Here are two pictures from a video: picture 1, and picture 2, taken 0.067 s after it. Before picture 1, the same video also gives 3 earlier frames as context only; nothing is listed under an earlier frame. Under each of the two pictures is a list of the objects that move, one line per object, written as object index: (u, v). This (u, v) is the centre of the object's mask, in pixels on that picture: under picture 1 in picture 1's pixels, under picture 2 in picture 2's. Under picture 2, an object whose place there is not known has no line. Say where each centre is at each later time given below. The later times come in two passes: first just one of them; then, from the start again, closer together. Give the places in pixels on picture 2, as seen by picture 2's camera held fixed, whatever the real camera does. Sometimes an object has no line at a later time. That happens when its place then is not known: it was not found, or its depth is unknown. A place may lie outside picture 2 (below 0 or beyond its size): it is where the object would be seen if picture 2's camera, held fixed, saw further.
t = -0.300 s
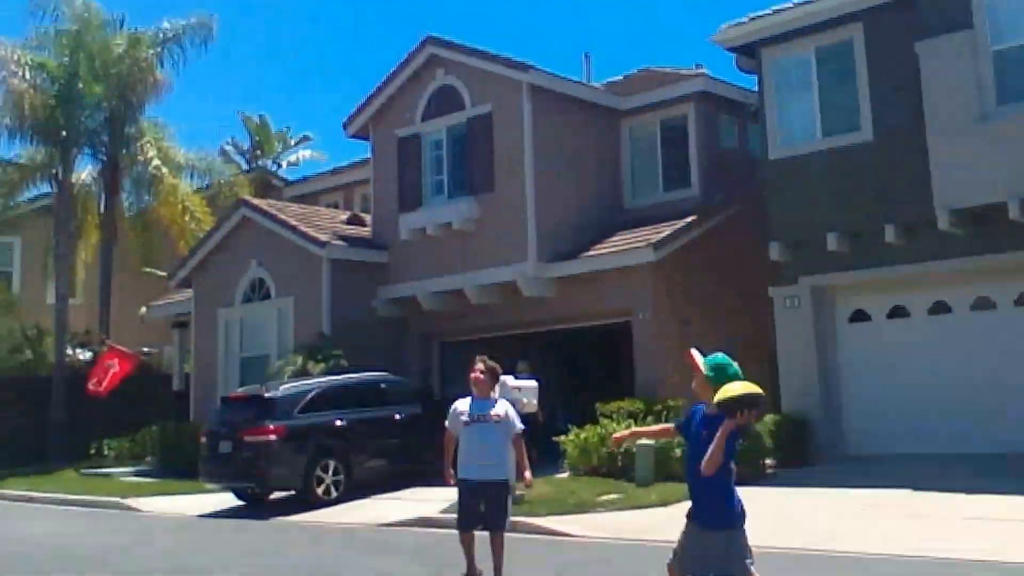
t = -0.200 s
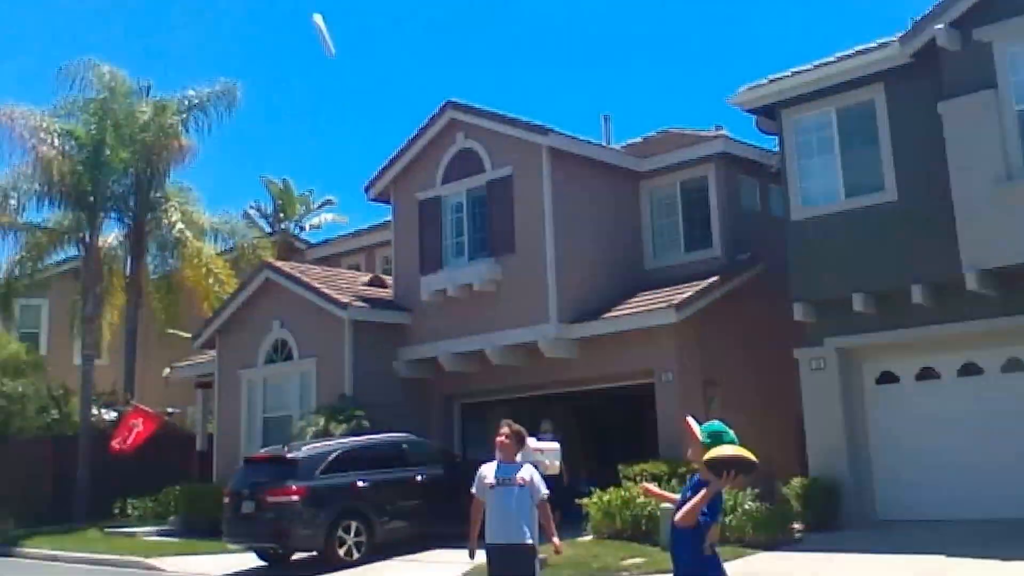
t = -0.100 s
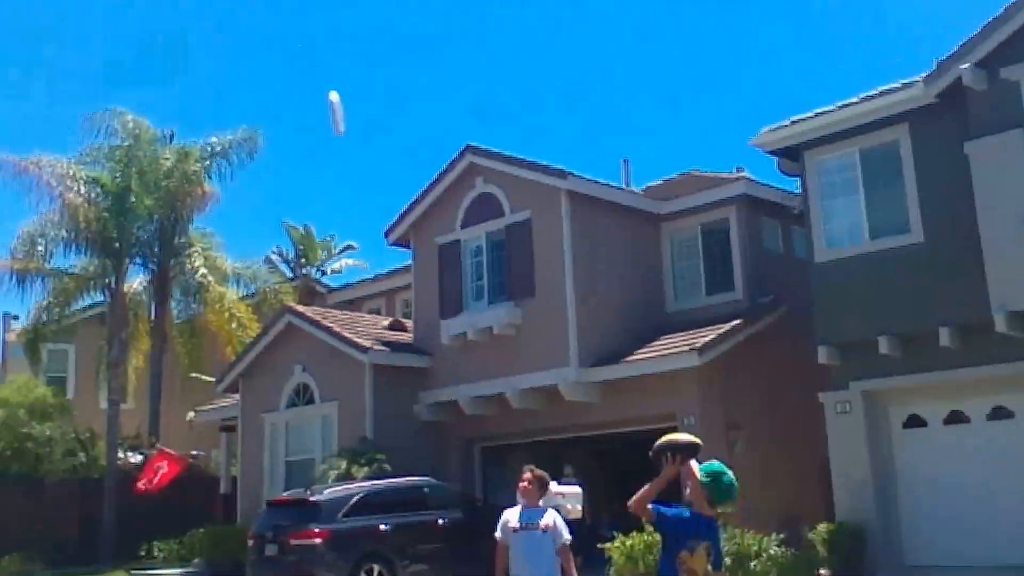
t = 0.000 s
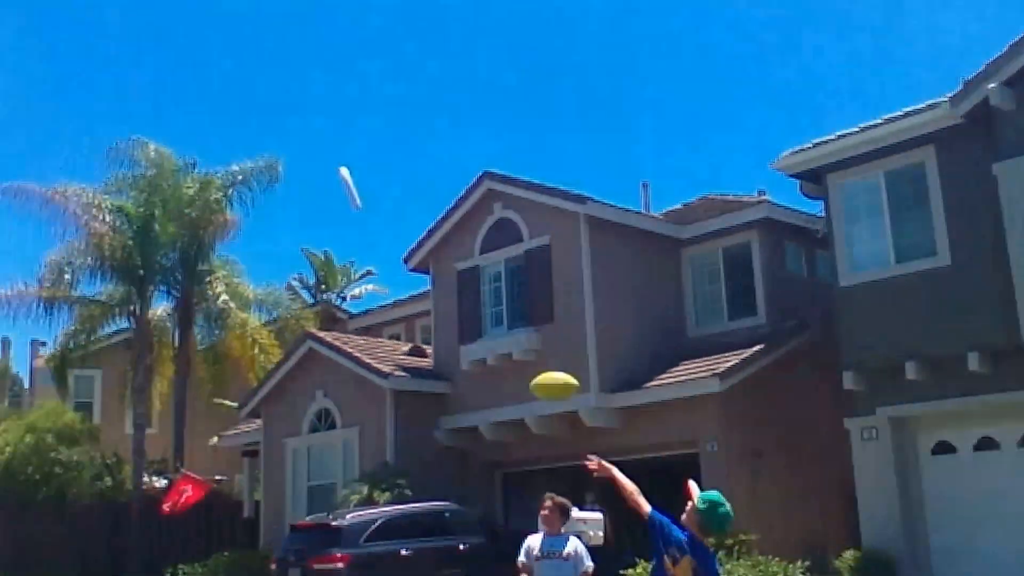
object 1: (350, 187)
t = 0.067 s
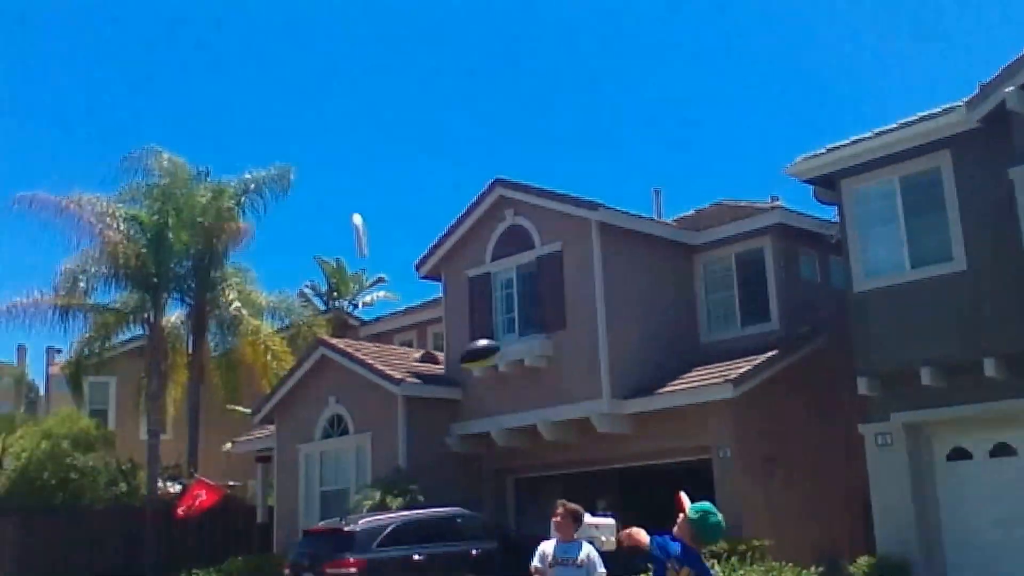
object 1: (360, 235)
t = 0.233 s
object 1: (343, 326)
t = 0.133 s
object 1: (359, 284)
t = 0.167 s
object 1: (356, 303)
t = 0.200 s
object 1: (344, 326)
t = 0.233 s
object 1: (343, 326)
